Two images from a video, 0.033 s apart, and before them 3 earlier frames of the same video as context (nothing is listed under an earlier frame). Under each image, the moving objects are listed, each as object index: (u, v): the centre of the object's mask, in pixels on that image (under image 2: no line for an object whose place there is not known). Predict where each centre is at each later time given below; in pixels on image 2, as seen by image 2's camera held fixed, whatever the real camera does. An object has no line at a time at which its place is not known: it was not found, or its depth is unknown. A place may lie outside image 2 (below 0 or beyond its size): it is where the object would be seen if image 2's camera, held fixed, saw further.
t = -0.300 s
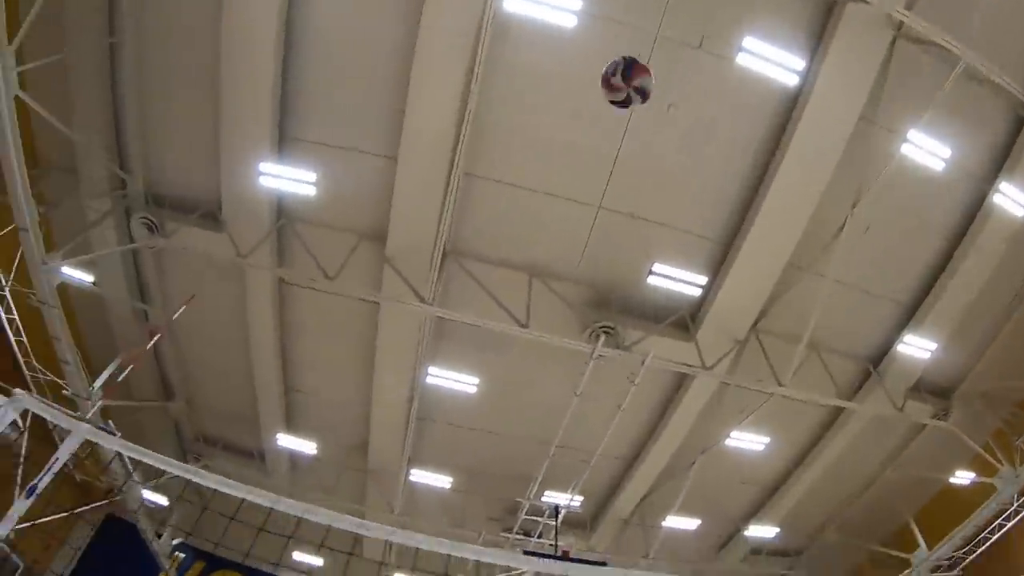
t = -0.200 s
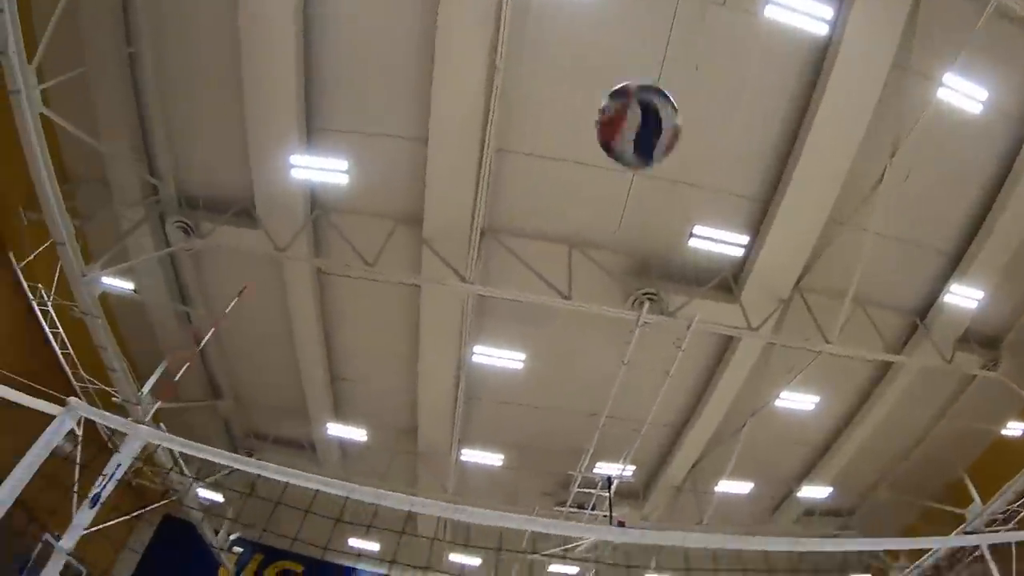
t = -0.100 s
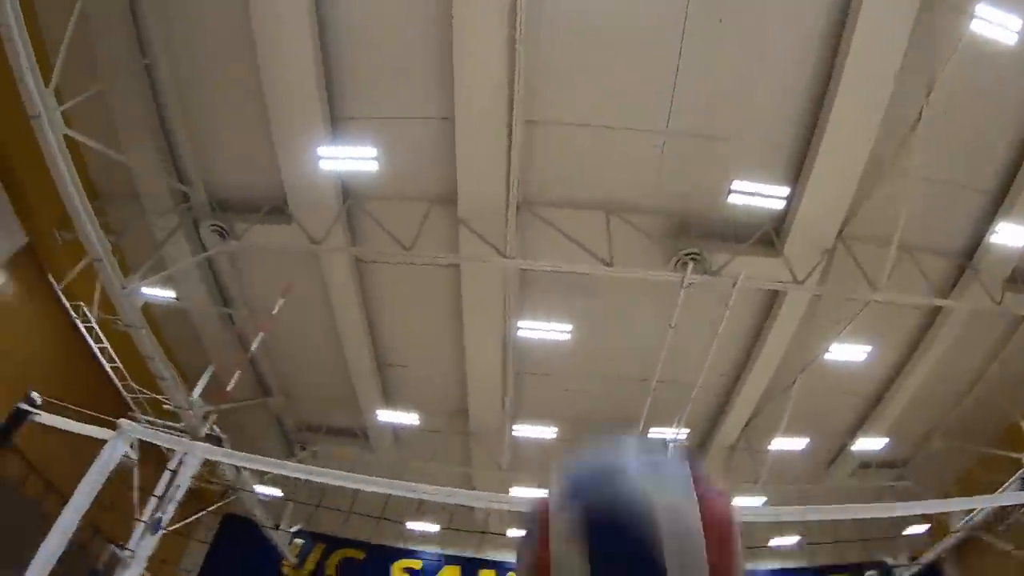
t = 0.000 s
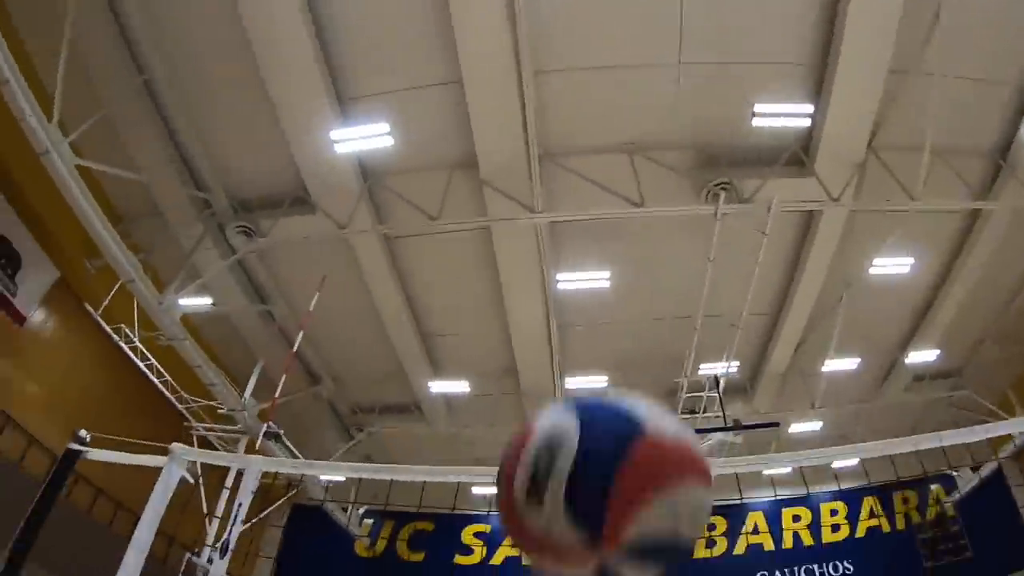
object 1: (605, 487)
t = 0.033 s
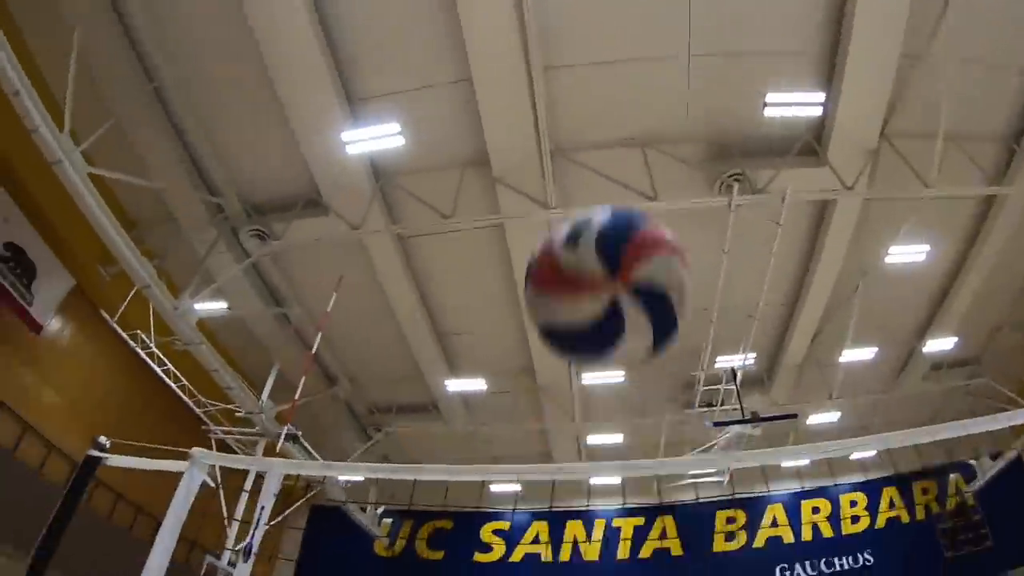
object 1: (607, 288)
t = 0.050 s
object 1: (596, 222)
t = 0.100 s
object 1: (579, 91)
